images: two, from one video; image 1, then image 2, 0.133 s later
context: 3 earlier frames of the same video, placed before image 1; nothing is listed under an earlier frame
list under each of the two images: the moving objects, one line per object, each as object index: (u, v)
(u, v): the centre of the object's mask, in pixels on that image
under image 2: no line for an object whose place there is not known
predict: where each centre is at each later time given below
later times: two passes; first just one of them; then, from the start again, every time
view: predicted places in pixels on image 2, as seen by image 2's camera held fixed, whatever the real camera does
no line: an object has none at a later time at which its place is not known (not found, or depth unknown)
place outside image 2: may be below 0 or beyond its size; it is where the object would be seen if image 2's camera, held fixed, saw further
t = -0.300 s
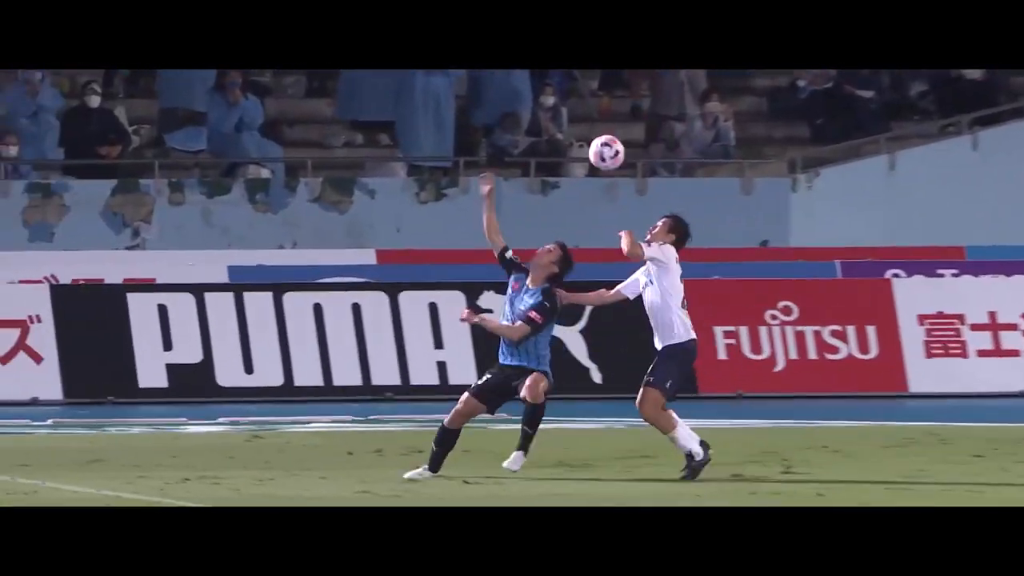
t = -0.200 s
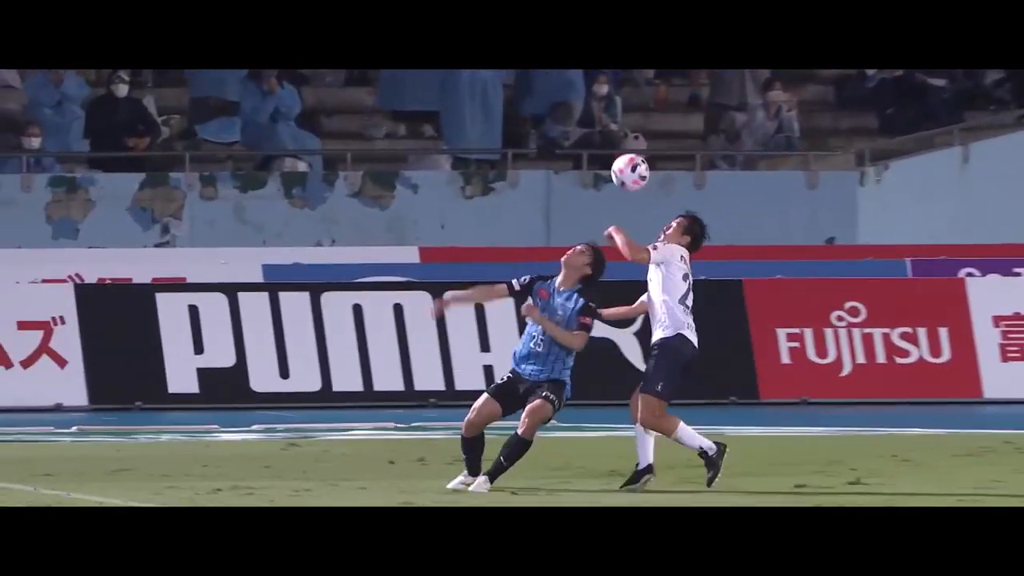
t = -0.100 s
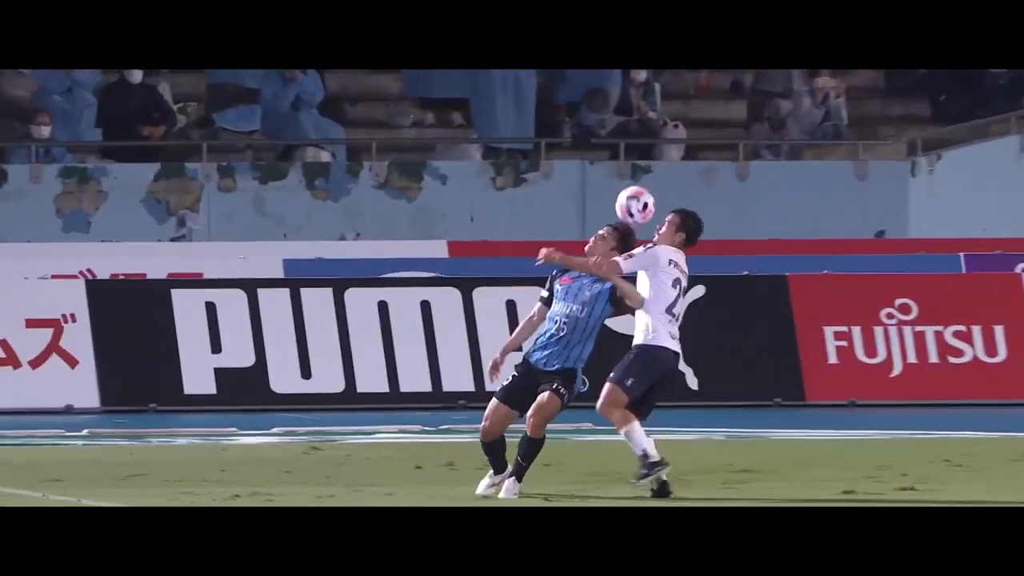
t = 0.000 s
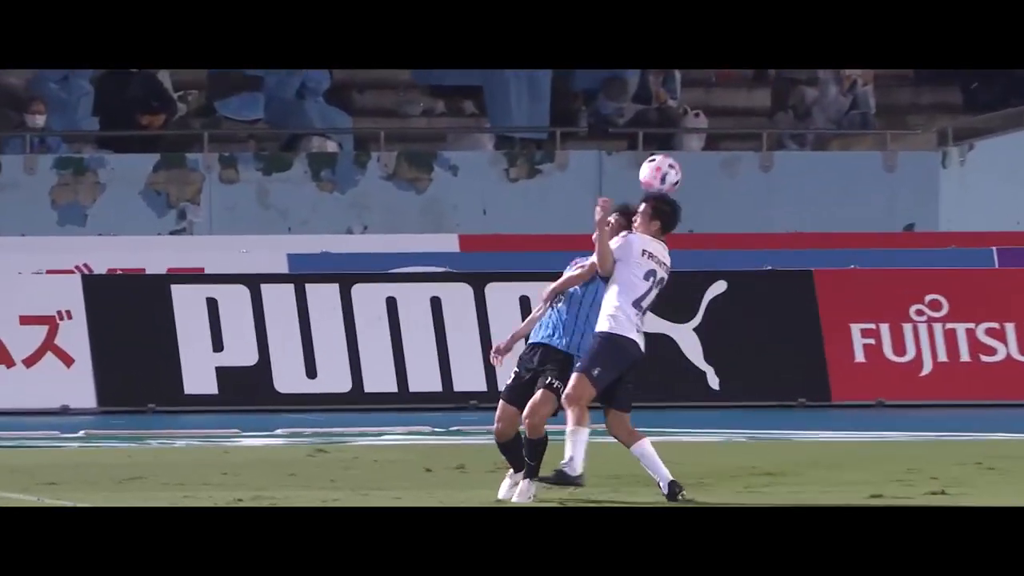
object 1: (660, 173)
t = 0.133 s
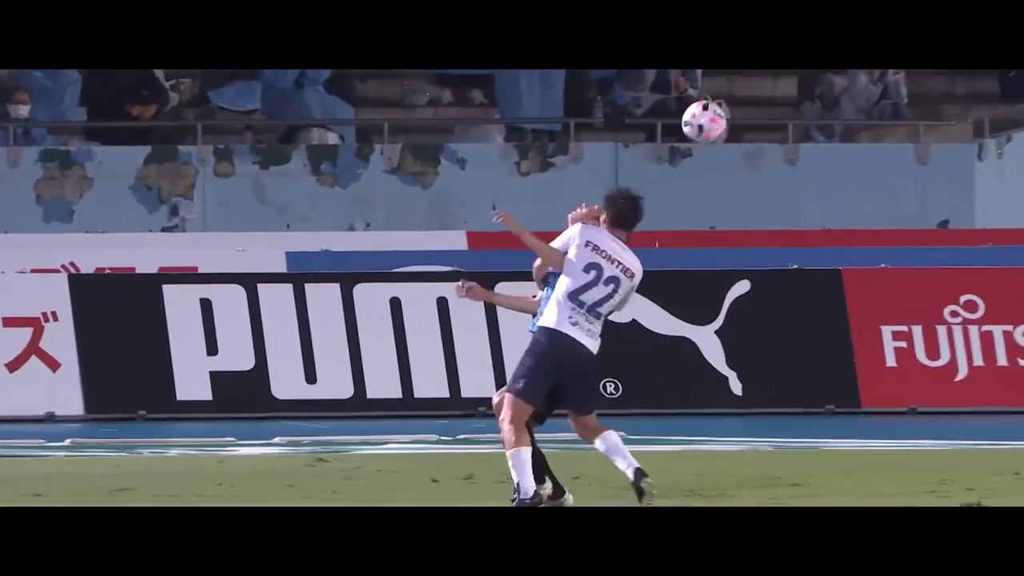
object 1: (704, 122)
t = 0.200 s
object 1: (720, 105)
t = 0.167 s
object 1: (711, 113)
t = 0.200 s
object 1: (720, 105)
